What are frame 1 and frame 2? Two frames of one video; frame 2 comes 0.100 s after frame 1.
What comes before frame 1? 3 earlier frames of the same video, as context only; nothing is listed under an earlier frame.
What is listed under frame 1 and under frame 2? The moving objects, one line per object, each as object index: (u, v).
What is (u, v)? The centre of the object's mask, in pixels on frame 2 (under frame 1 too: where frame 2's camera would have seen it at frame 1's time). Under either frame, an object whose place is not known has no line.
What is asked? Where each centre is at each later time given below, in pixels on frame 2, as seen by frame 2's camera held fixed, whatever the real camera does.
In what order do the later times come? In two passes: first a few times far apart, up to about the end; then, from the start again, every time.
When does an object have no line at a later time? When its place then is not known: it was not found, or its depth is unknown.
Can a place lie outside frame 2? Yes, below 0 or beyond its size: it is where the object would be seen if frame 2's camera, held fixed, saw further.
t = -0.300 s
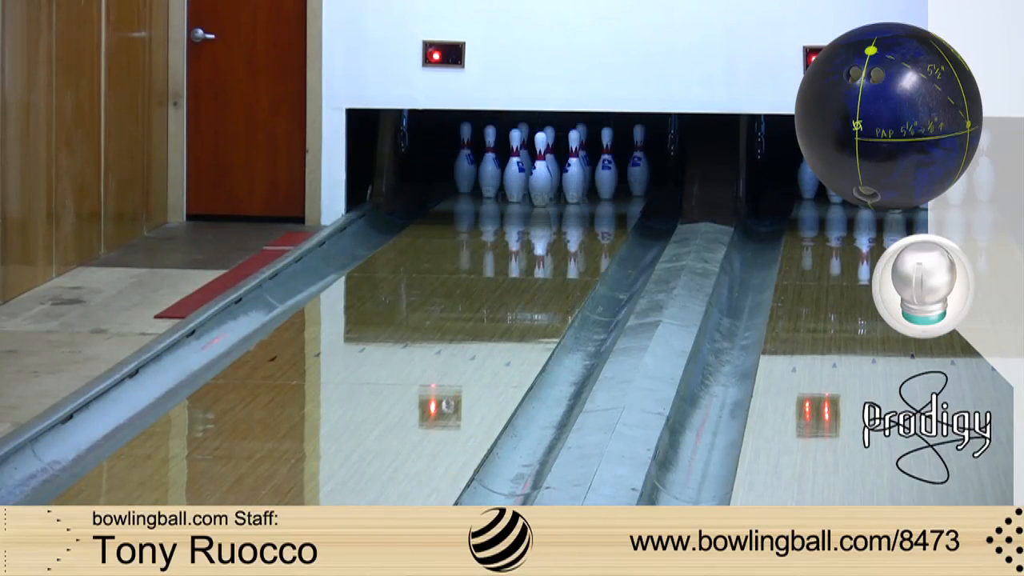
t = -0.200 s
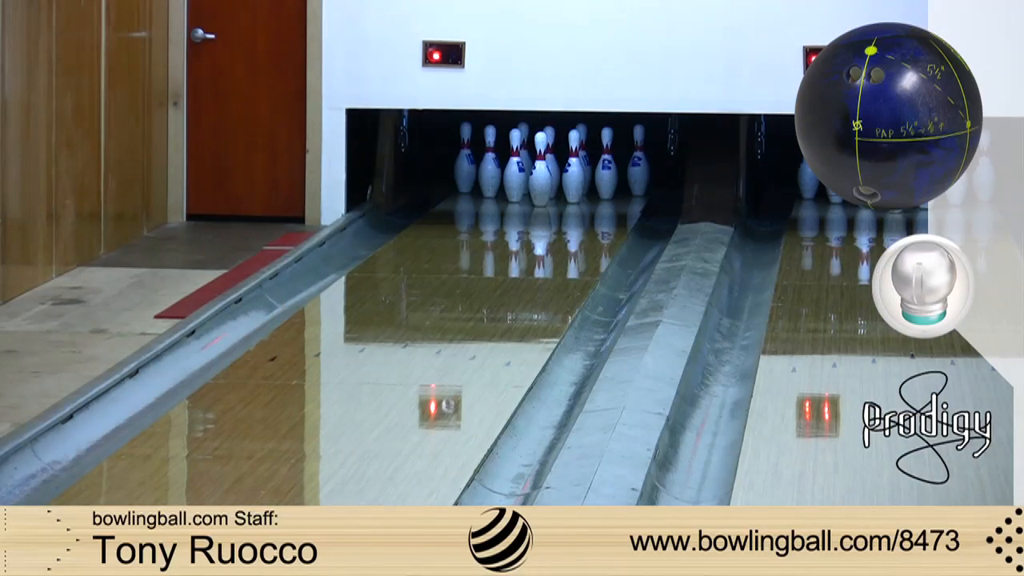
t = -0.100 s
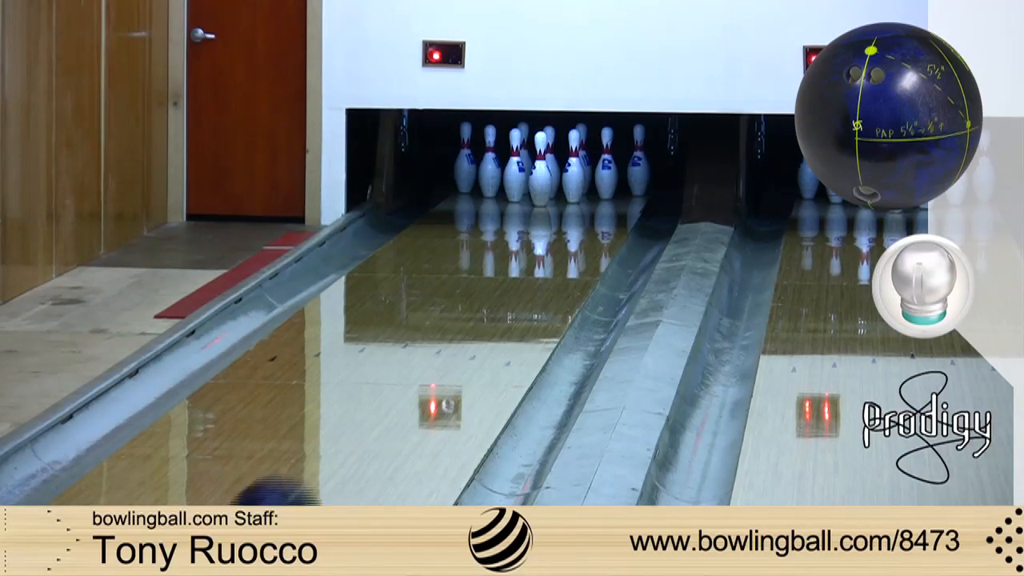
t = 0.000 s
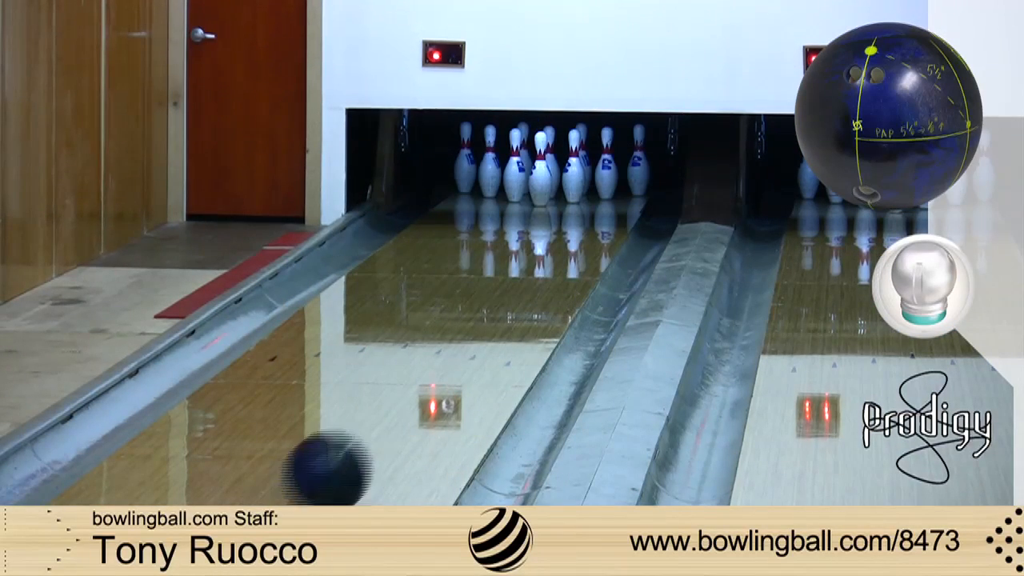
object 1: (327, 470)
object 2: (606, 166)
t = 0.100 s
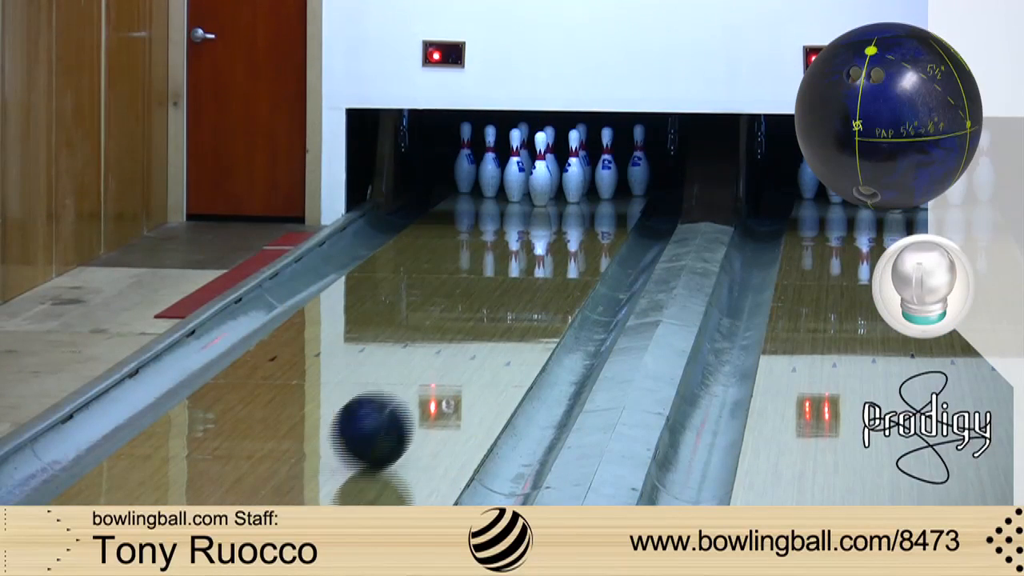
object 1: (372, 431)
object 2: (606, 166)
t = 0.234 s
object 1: (421, 384)
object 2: (606, 166)
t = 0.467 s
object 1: (485, 320)
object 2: (606, 166)
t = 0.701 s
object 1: (528, 270)
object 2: (606, 166)
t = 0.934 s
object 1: (550, 231)
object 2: (606, 166)
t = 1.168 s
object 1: (554, 200)
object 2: (606, 166)
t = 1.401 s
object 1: (555, 182)
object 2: (615, 163)
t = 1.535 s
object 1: (556, 178)
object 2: (649, 156)
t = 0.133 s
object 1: (385, 418)
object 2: (606, 166)
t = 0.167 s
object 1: (398, 406)
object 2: (606, 166)
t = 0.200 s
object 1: (410, 395)
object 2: (606, 166)
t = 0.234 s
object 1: (421, 384)
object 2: (606, 166)
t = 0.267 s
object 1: (431, 374)
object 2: (606, 166)
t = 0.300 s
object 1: (442, 365)
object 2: (606, 166)
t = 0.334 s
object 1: (451, 355)
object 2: (606, 166)
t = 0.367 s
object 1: (460, 346)
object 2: (606, 166)
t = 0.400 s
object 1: (468, 337)
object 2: (606, 166)
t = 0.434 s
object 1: (477, 328)
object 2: (606, 166)
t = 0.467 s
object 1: (485, 320)
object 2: (606, 166)
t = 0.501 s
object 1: (491, 313)
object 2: (606, 166)
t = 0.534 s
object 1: (498, 305)
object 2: (606, 166)
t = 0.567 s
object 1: (505, 297)
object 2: (606, 166)
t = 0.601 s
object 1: (511, 290)
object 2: (606, 166)
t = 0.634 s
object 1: (517, 283)
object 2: (606, 166)
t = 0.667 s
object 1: (523, 276)
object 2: (606, 166)
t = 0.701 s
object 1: (528, 270)
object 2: (606, 166)
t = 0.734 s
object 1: (532, 264)
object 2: (606, 166)
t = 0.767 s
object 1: (536, 257)
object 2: (606, 166)
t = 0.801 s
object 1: (539, 252)
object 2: (606, 166)
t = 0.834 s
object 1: (542, 246)
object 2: (606, 166)
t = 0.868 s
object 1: (546, 242)
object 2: (606, 166)
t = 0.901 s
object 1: (548, 236)
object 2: (606, 166)
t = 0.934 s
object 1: (550, 231)
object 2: (606, 166)
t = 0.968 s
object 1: (551, 227)
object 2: (606, 166)
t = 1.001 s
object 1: (553, 222)
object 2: (606, 166)
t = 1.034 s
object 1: (554, 218)
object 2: (606, 166)
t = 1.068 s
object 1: (554, 213)
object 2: (606, 166)
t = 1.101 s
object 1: (554, 209)
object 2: (606, 166)
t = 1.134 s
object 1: (554, 204)
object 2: (606, 166)
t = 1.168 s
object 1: (554, 200)
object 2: (606, 166)
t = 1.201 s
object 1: (553, 197)
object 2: (606, 166)
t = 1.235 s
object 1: (553, 193)
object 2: (606, 166)
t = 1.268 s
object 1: (552, 189)
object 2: (606, 166)
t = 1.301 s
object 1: (552, 186)
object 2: (606, 166)
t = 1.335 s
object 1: (555, 185)
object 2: (606, 166)
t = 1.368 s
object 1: (555, 183)
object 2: (607, 165)
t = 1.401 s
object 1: (555, 182)
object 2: (615, 163)
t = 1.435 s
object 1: (556, 181)
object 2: (628, 164)
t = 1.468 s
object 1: (556, 179)
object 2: (635, 157)
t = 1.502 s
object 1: (557, 178)
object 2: (643, 156)
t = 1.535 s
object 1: (556, 178)
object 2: (649, 156)
